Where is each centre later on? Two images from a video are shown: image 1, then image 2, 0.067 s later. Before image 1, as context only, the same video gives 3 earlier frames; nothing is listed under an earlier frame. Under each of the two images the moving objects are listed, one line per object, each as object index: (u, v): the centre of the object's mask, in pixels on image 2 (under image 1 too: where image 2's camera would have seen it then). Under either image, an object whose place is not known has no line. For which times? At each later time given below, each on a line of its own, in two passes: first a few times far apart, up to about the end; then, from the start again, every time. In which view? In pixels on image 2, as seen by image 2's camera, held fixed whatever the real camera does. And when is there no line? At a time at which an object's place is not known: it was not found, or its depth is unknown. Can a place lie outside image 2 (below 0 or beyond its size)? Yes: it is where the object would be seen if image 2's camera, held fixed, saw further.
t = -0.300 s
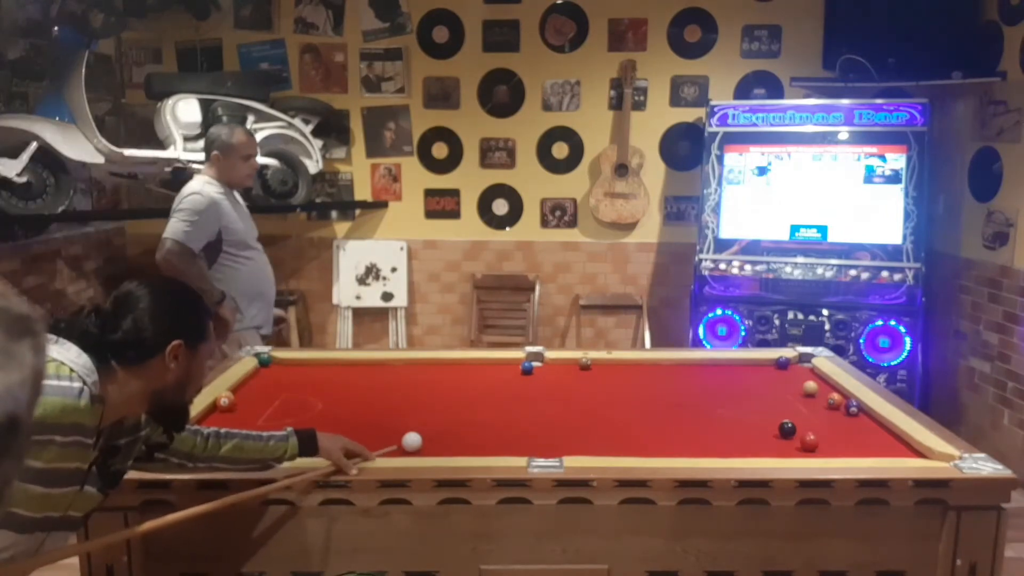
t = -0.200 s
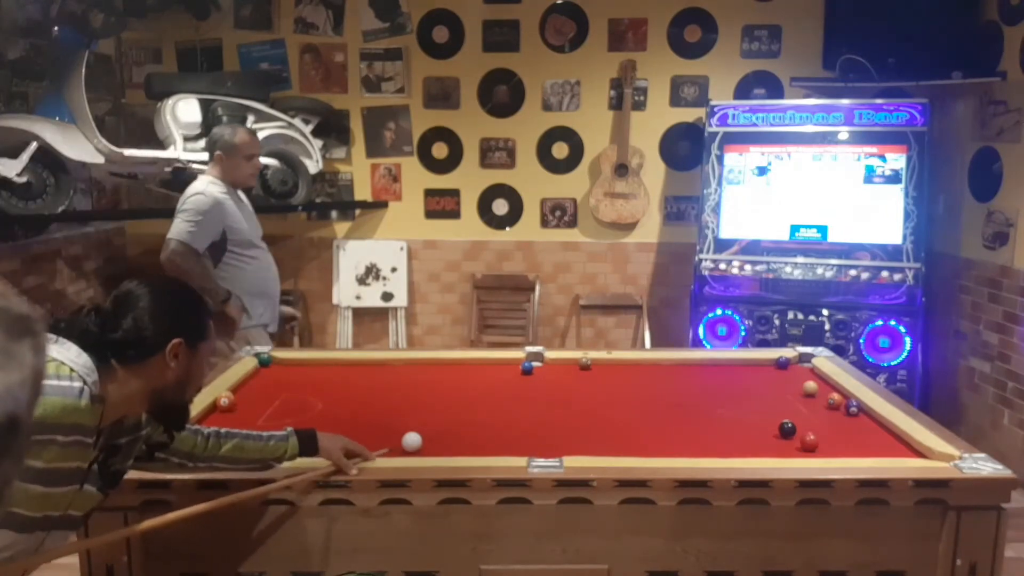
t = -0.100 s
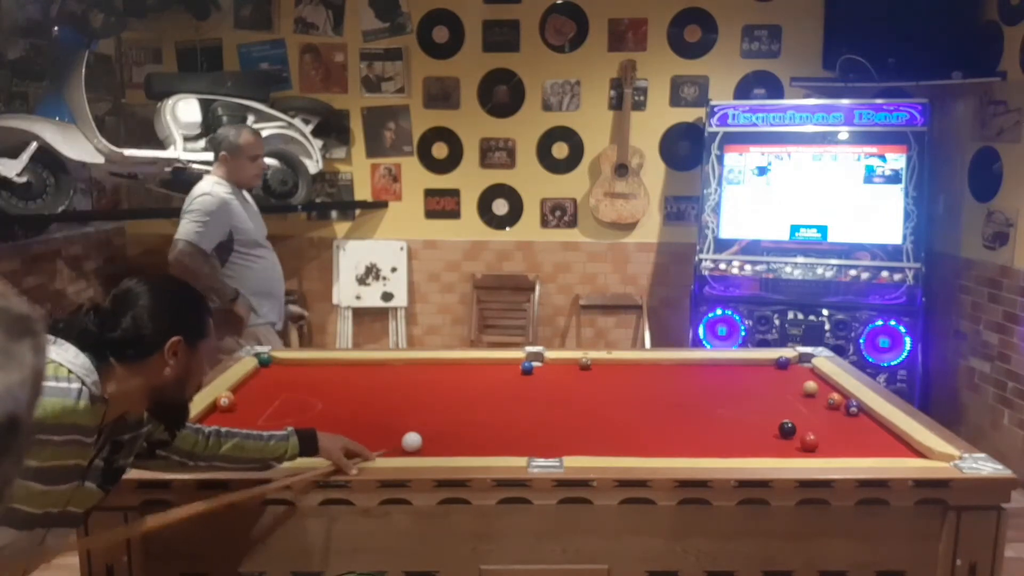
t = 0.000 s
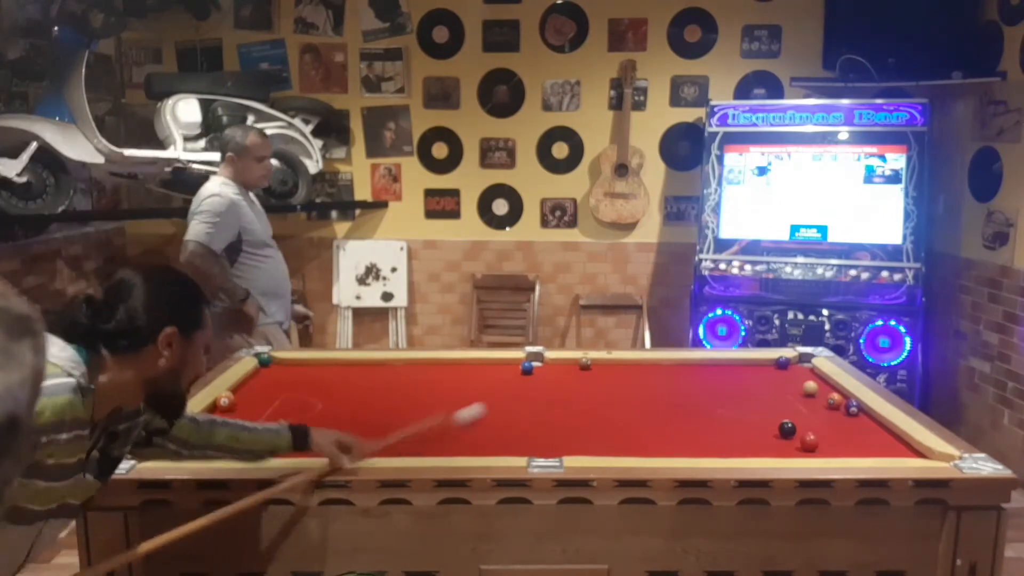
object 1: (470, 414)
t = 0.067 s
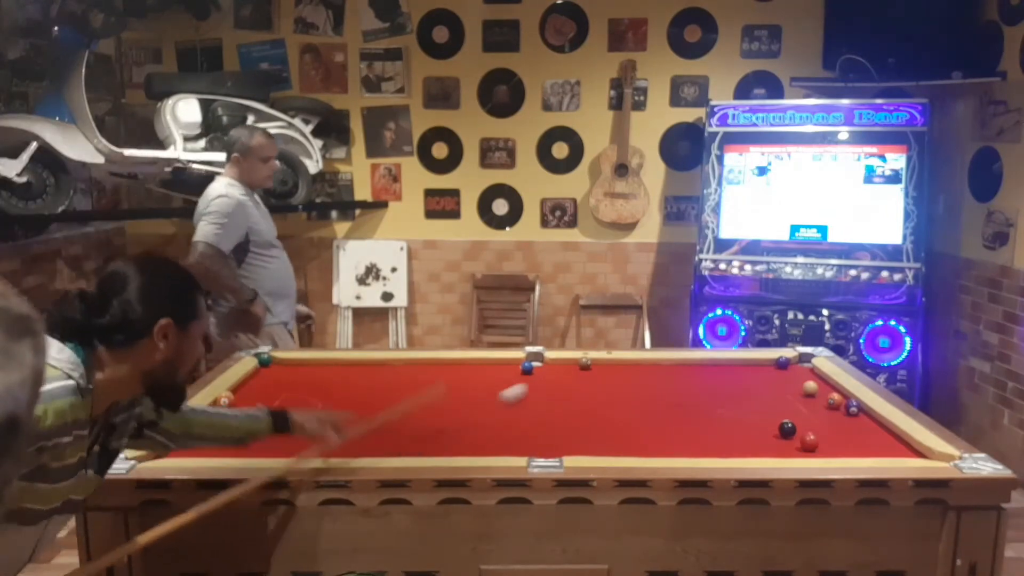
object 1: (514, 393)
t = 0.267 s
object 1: (581, 362)
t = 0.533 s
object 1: (612, 367)
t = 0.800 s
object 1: (652, 371)
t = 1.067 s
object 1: (692, 375)
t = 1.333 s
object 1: (731, 379)
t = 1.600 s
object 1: (768, 383)
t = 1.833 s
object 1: (796, 386)
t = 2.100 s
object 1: (806, 386)
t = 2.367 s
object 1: (814, 386)
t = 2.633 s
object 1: (817, 385)
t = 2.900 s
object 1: (820, 384)
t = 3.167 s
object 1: (819, 385)
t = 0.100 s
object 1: (532, 385)
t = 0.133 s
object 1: (550, 377)
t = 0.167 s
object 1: (565, 370)
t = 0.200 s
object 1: (577, 365)
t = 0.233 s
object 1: (579, 363)
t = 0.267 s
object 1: (581, 362)
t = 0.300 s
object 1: (583, 361)
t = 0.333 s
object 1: (587, 361)
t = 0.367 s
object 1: (590, 362)
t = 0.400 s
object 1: (593, 364)
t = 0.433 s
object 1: (598, 365)
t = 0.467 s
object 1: (602, 366)
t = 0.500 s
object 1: (607, 366)
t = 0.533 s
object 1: (612, 367)
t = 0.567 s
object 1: (617, 367)
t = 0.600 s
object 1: (622, 368)
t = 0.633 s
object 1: (627, 368)
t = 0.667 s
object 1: (632, 369)
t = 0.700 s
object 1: (637, 369)
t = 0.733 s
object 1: (642, 370)
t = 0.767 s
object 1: (647, 370)
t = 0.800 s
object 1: (652, 371)
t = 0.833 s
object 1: (658, 371)
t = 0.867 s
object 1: (662, 372)
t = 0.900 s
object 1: (667, 372)
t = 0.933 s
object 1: (672, 373)
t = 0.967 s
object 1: (677, 373)
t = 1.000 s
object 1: (682, 374)
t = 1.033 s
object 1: (687, 374)
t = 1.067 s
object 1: (692, 375)
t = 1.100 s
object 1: (697, 375)
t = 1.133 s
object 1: (702, 376)
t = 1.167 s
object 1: (707, 376)
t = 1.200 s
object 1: (712, 377)
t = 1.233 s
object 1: (716, 377)
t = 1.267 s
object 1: (721, 378)
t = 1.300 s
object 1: (726, 378)
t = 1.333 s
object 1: (731, 379)
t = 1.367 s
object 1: (736, 379)
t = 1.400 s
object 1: (741, 380)
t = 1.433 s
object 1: (745, 380)
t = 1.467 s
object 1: (750, 381)
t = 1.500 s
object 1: (755, 381)
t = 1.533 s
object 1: (759, 382)
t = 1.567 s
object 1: (764, 382)
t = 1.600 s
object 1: (768, 383)
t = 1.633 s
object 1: (773, 383)
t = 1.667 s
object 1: (778, 384)
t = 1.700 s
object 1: (782, 384)
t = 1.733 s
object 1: (786, 385)
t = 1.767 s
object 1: (791, 385)
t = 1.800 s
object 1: (794, 385)
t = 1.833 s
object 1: (796, 386)
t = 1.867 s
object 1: (797, 386)
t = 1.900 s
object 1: (798, 386)
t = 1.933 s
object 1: (800, 386)
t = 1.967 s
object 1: (801, 386)
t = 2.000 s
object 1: (802, 386)
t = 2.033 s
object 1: (804, 386)
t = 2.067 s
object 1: (805, 386)
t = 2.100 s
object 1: (806, 386)
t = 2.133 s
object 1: (807, 386)
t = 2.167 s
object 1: (808, 386)
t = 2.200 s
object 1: (809, 386)
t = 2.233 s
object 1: (810, 386)
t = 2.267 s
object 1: (811, 386)
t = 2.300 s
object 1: (812, 386)
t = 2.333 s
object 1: (813, 386)
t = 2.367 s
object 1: (814, 386)
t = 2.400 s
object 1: (814, 386)
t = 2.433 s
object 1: (815, 386)
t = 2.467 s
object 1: (816, 386)
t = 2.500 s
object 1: (816, 386)
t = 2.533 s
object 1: (816, 386)
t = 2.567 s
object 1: (817, 385)
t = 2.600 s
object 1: (817, 385)
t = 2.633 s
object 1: (817, 385)
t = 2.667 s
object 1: (818, 385)
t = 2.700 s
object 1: (818, 384)
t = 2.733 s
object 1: (818, 385)
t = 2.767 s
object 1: (819, 384)
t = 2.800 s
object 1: (819, 384)
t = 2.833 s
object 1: (819, 384)
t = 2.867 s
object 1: (820, 384)
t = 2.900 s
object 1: (820, 384)
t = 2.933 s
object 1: (820, 384)
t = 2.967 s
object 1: (820, 384)
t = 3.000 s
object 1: (820, 384)
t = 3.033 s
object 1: (820, 384)
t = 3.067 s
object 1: (820, 385)
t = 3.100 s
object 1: (820, 385)
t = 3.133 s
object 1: (820, 385)
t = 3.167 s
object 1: (819, 385)
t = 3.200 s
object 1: (820, 385)
